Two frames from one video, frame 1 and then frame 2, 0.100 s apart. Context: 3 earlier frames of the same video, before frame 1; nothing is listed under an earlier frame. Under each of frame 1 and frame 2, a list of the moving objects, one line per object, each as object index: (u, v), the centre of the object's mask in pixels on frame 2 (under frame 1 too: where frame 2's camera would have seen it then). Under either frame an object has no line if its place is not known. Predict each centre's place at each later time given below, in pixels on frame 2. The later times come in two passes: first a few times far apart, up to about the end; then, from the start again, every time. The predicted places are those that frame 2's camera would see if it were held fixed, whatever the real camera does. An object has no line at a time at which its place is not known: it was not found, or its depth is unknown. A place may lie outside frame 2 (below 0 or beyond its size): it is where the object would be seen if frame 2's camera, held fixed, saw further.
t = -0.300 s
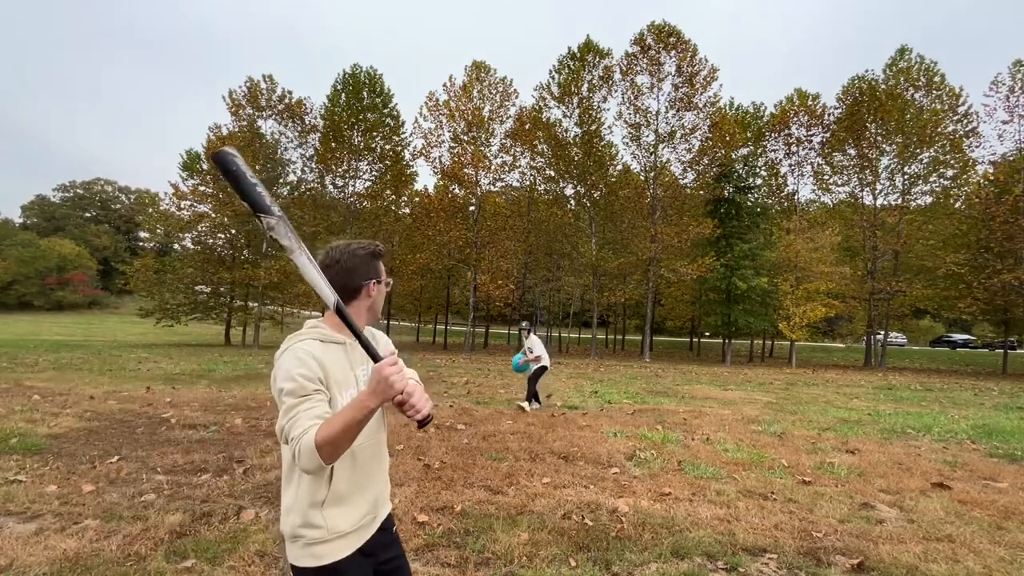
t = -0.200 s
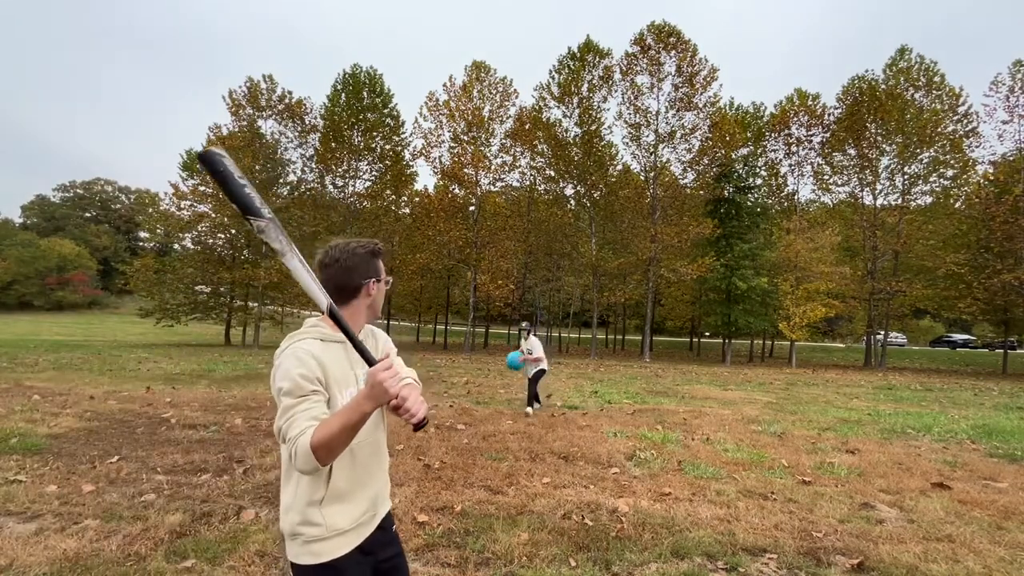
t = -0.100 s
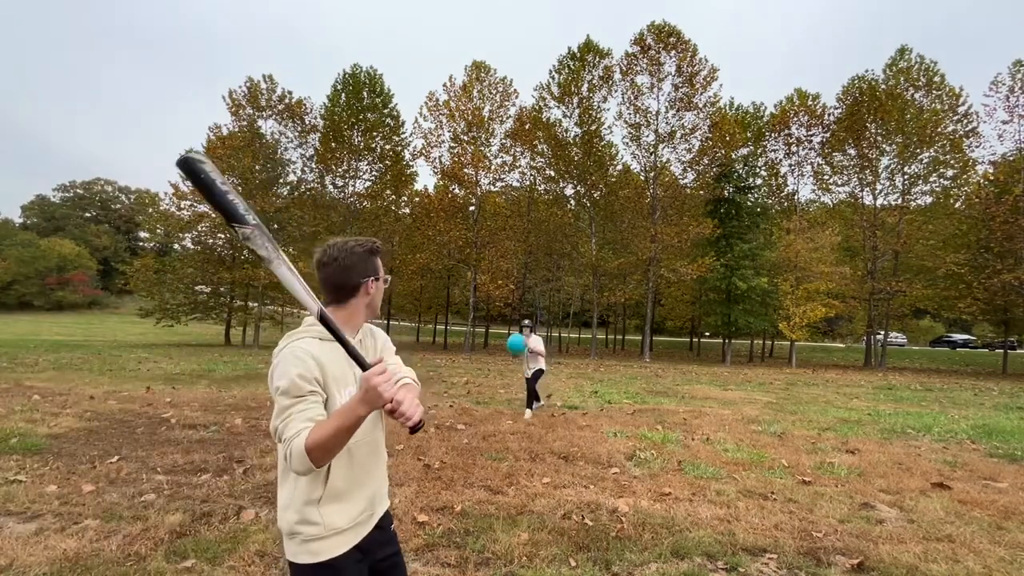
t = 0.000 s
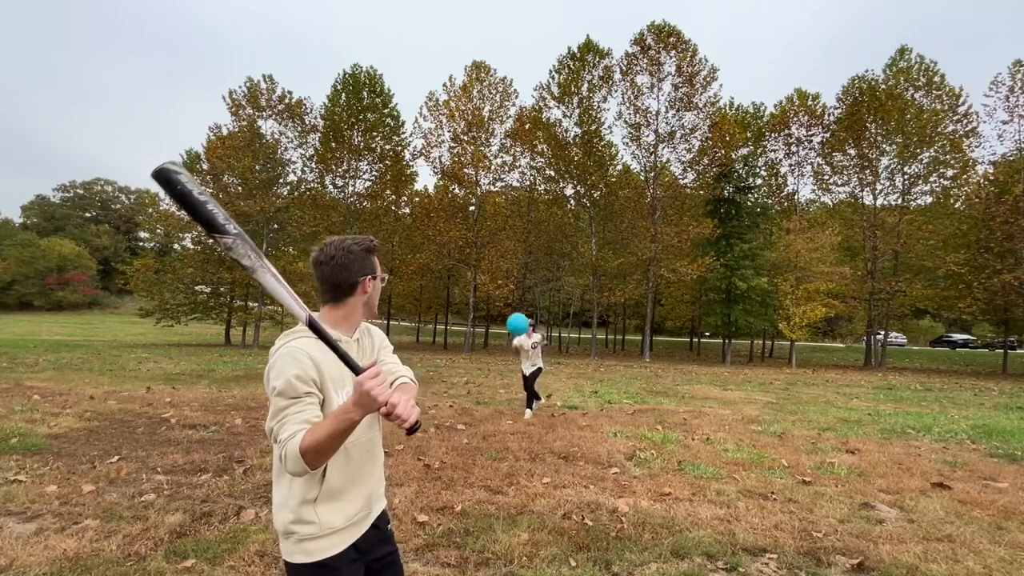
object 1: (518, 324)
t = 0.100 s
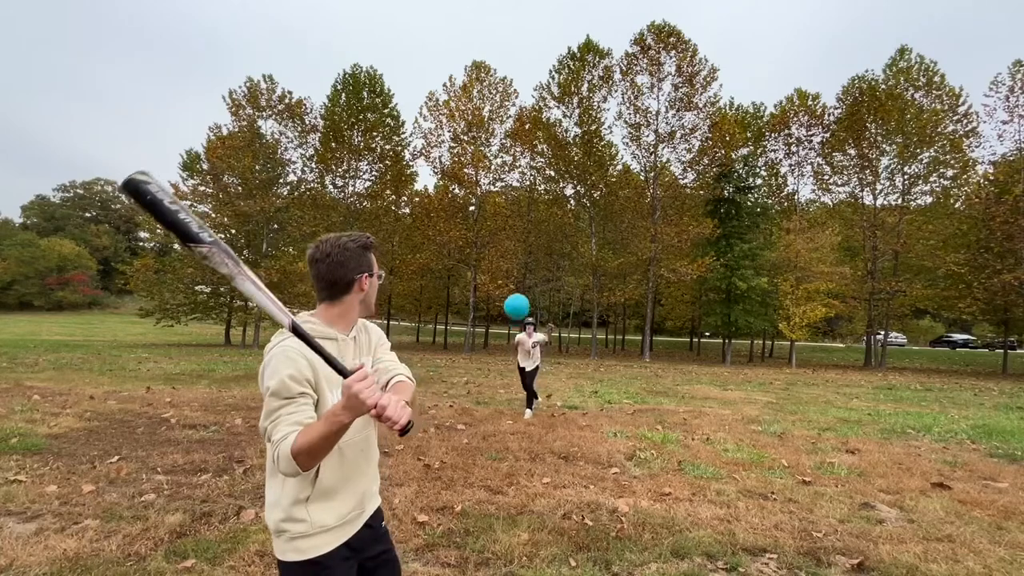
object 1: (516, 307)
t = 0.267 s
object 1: (517, 296)
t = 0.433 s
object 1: (527, 328)
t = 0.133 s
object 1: (516, 303)
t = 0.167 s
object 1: (516, 300)
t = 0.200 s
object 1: (516, 298)
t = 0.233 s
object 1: (516, 297)
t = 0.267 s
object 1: (517, 296)
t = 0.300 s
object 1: (518, 297)
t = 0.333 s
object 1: (519, 301)
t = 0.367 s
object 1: (521, 307)
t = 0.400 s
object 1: (524, 315)
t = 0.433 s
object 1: (527, 328)
